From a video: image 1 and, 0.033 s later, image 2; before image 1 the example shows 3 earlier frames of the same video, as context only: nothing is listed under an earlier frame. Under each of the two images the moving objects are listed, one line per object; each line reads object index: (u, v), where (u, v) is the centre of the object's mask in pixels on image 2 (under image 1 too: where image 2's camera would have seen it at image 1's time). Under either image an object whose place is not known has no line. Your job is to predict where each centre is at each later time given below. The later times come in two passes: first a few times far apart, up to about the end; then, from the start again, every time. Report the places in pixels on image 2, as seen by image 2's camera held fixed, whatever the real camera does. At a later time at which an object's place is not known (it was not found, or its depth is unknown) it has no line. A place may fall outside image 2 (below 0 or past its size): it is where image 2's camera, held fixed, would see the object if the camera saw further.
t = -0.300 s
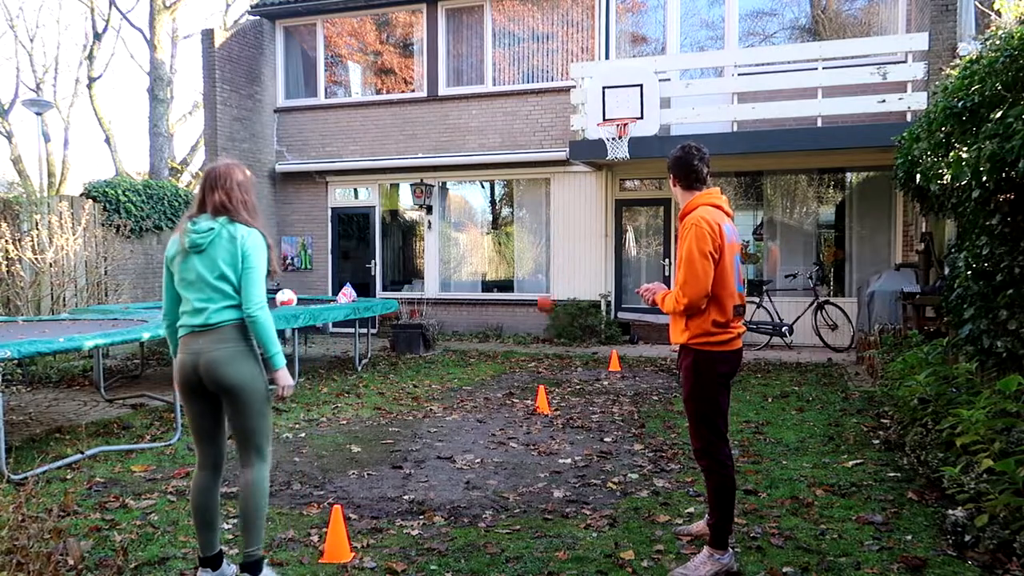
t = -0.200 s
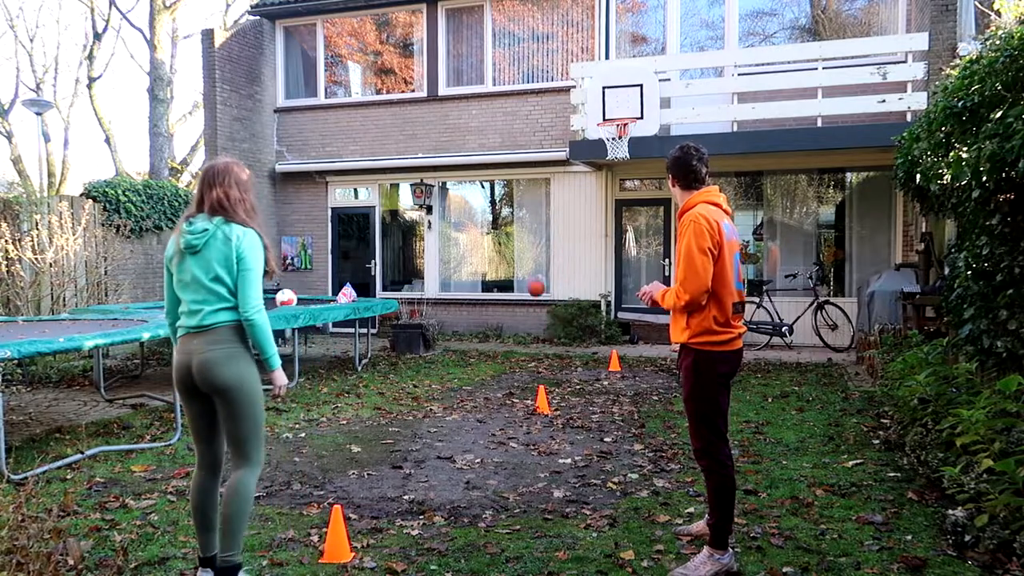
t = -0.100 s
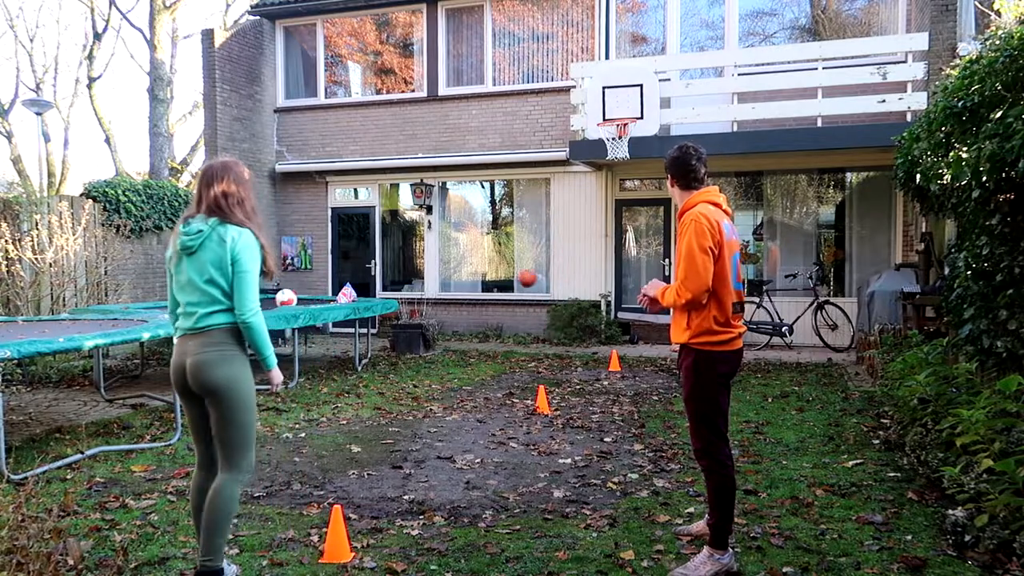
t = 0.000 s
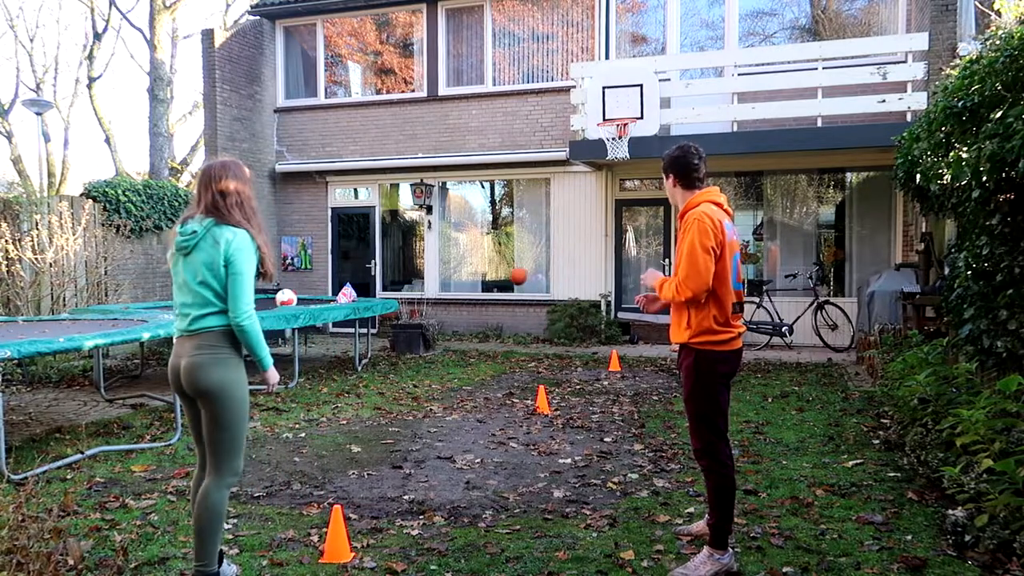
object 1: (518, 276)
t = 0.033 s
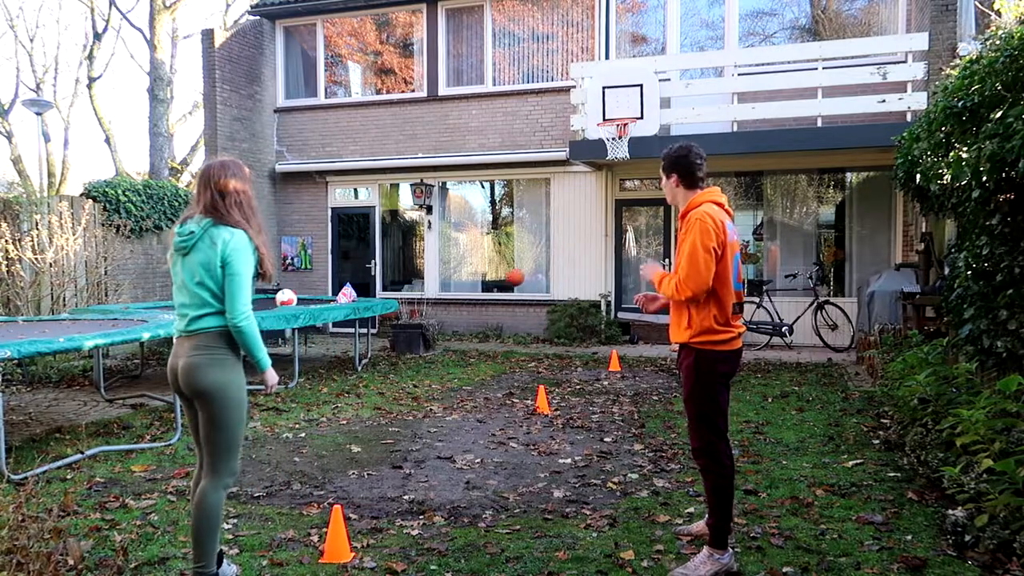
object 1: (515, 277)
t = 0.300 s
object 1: (487, 316)
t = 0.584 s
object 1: (457, 334)
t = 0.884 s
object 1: (417, 335)
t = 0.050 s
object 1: (513, 278)
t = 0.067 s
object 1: (512, 279)
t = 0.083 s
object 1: (510, 281)
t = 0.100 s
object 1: (508, 282)
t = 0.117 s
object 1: (506, 283)
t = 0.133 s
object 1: (504, 285)
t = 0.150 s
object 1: (502, 287)
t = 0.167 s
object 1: (502, 288)
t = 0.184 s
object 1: (500, 290)
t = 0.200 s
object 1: (498, 294)
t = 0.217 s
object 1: (496, 297)
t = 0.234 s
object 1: (494, 300)
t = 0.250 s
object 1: (492, 304)
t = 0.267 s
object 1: (491, 307)
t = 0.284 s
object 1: (489, 311)
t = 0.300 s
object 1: (487, 316)
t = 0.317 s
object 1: (486, 321)
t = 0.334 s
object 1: (484, 325)
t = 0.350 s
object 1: (482, 332)
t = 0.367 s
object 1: (481, 333)
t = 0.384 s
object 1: (478, 339)
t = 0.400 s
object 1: (477, 346)
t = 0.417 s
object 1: (474, 352)
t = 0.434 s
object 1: (471, 356)
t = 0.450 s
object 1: (471, 356)
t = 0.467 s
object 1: (470, 354)
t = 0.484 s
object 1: (467, 351)
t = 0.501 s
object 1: (466, 347)
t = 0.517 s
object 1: (463, 343)
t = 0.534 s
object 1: (461, 341)
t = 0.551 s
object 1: (461, 339)
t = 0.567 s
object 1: (459, 337)
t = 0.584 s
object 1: (457, 334)
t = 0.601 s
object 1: (455, 332)
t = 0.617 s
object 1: (452, 330)
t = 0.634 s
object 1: (450, 328)
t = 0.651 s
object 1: (448, 327)
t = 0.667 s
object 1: (448, 327)
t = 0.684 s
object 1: (446, 325)
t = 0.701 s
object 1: (443, 324)
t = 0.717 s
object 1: (440, 325)
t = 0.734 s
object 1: (437, 324)
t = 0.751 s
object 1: (436, 324)
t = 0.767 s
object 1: (433, 324)
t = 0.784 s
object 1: (431, 325)
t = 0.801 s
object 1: (430, 326)
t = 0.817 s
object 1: (427, 327)
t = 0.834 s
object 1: (425, 330)
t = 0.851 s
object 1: (422, 331)
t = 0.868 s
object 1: (420, 333)
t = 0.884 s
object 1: (417, 335)
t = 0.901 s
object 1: (416, 337)
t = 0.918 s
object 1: (412, 341)
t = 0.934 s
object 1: (410, 344)
